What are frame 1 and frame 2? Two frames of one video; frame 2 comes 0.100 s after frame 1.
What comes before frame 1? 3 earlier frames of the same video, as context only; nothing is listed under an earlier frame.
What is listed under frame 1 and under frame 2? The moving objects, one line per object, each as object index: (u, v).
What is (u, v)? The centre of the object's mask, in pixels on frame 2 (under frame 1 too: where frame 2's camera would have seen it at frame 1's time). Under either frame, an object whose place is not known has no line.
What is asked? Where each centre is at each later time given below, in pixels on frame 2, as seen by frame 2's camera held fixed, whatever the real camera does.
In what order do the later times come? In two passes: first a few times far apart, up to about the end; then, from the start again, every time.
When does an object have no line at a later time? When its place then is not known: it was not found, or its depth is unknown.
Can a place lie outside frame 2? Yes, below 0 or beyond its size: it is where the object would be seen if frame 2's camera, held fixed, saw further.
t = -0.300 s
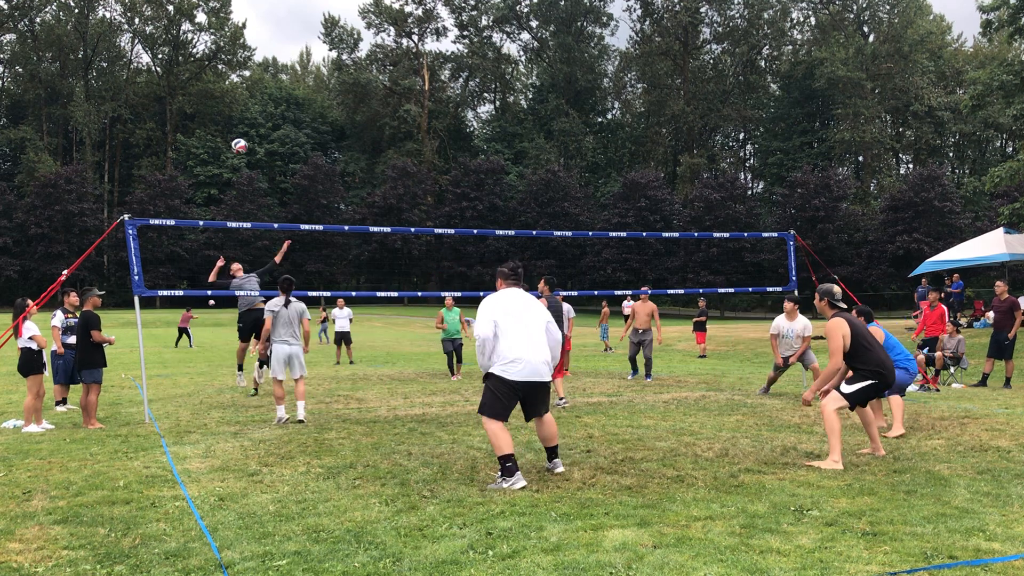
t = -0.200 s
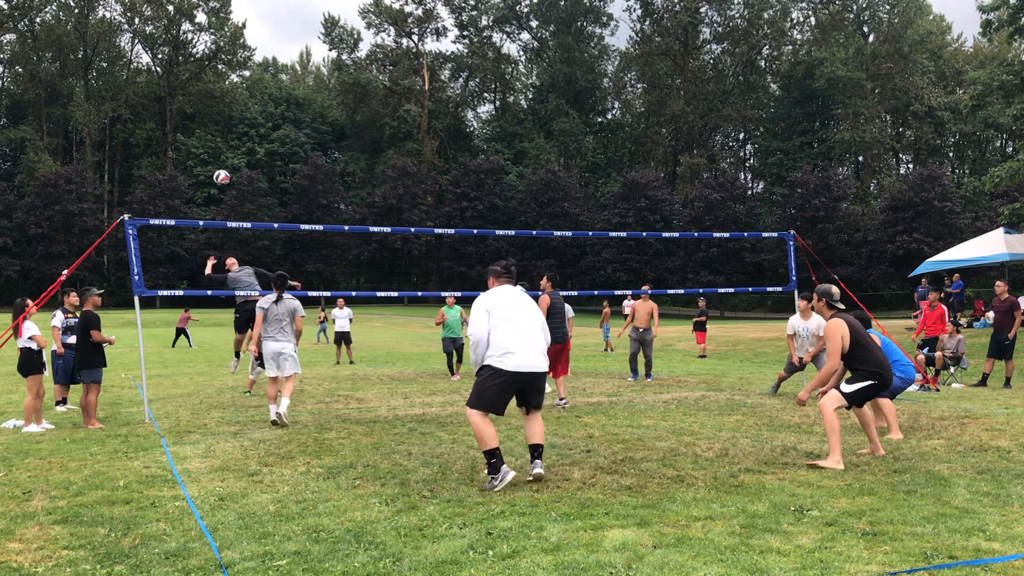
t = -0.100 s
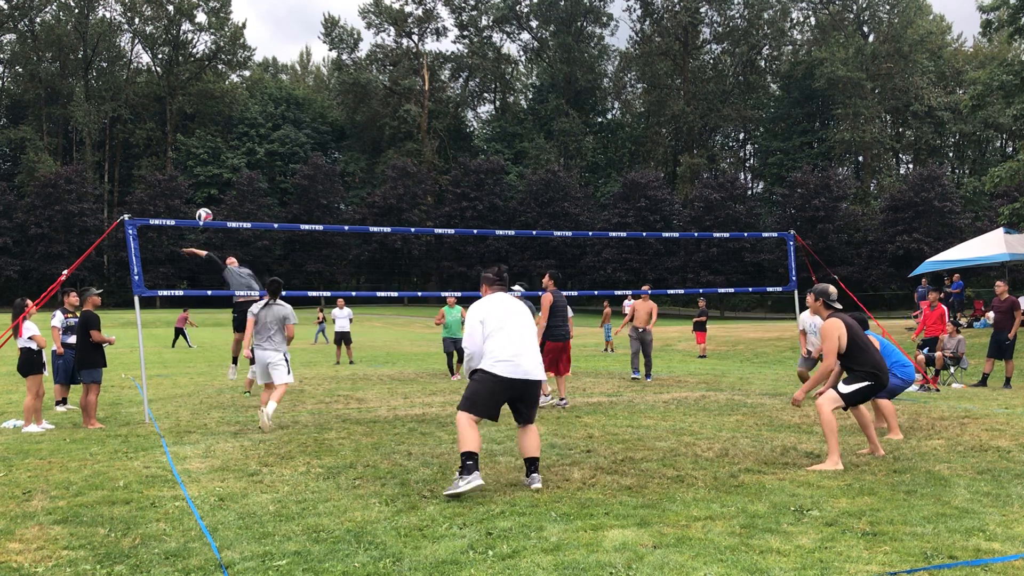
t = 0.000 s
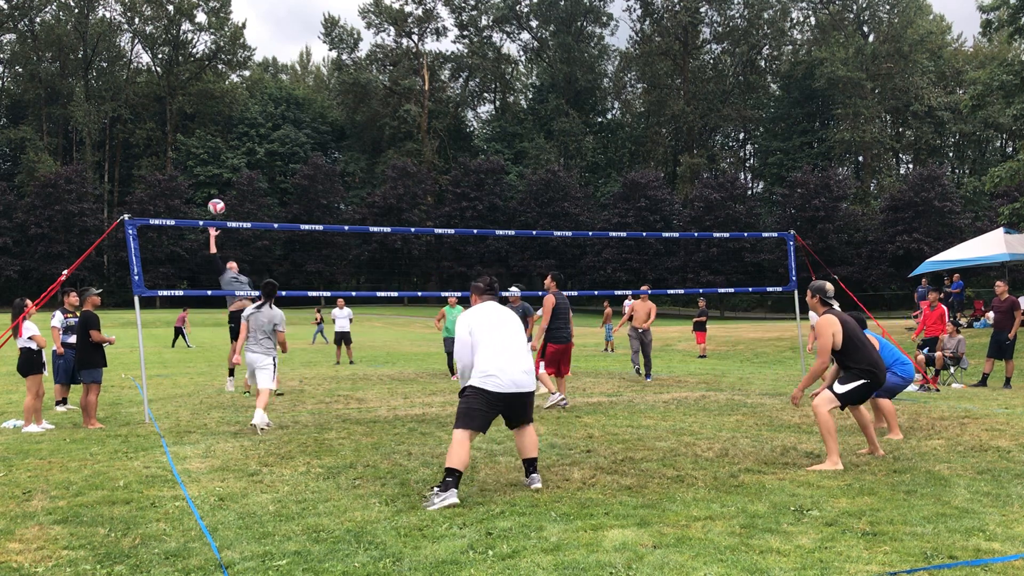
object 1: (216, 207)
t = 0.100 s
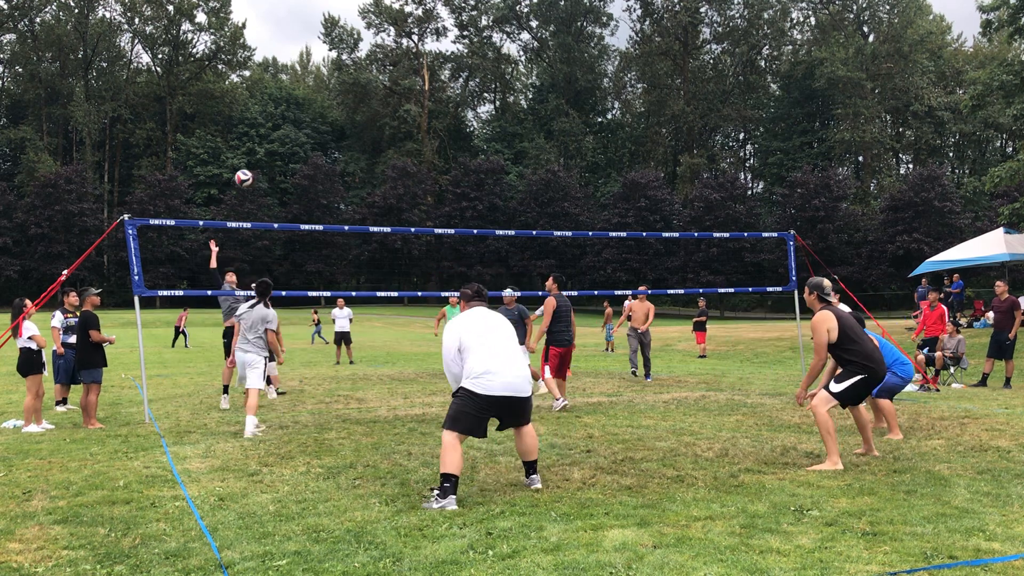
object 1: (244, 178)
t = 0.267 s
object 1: (294, 144)
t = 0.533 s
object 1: (391, 135)
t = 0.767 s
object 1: (497, 194)
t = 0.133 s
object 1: (253, 169)
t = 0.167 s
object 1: (263, 162)
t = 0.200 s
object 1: (273, 155)
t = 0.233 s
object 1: (283, 149)
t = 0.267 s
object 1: (294, 144)
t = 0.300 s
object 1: (305, 139)
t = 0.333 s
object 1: (316, 135)
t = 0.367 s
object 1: (328, 133)
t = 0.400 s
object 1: (339, 131)
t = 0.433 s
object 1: (352, 131)
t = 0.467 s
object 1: (364, 131)
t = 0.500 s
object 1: (377, 133)
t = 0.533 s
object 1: (391, 135)
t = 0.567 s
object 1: (404, 140)
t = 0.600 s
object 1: (418, 145)
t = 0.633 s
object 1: (433, 152)
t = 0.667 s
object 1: (448, 161)
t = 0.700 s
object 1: (464, 170)
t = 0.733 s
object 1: (480, 182)
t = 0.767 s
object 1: (497, 194)
